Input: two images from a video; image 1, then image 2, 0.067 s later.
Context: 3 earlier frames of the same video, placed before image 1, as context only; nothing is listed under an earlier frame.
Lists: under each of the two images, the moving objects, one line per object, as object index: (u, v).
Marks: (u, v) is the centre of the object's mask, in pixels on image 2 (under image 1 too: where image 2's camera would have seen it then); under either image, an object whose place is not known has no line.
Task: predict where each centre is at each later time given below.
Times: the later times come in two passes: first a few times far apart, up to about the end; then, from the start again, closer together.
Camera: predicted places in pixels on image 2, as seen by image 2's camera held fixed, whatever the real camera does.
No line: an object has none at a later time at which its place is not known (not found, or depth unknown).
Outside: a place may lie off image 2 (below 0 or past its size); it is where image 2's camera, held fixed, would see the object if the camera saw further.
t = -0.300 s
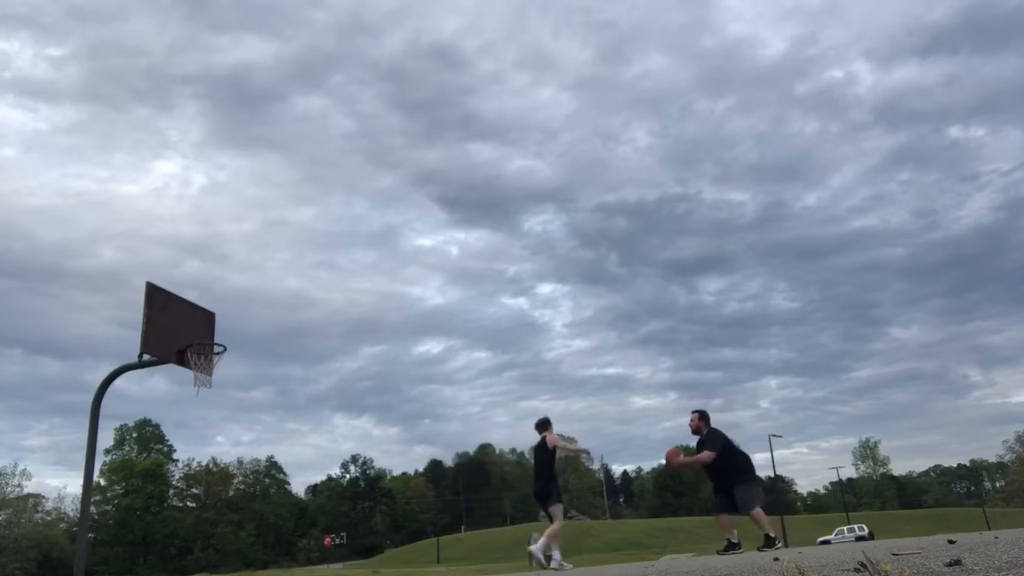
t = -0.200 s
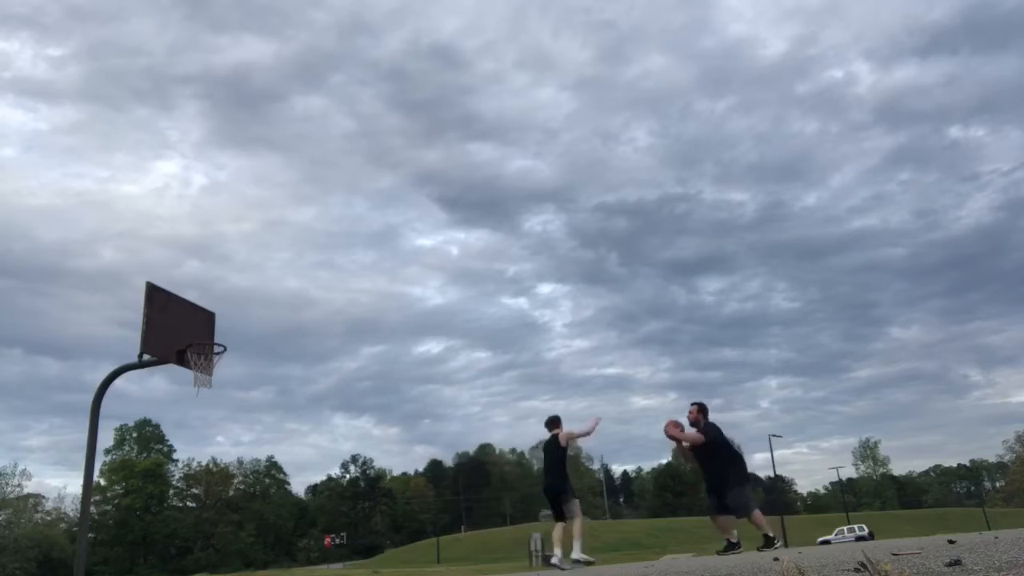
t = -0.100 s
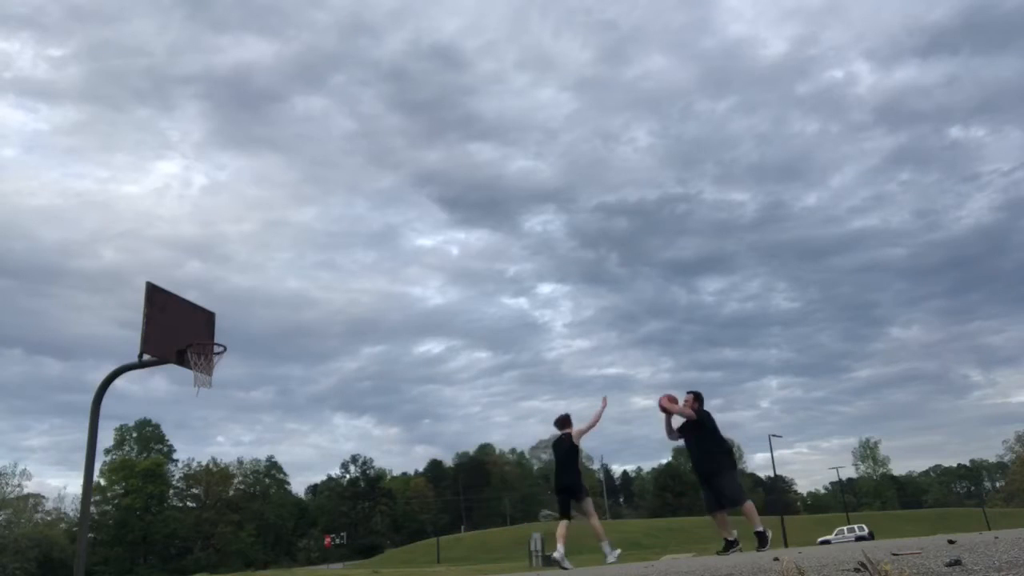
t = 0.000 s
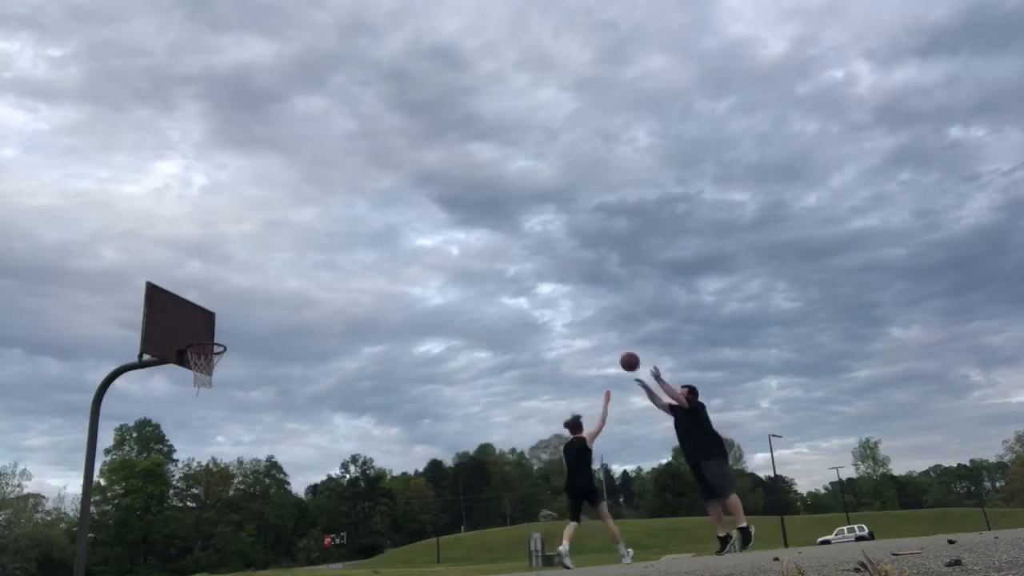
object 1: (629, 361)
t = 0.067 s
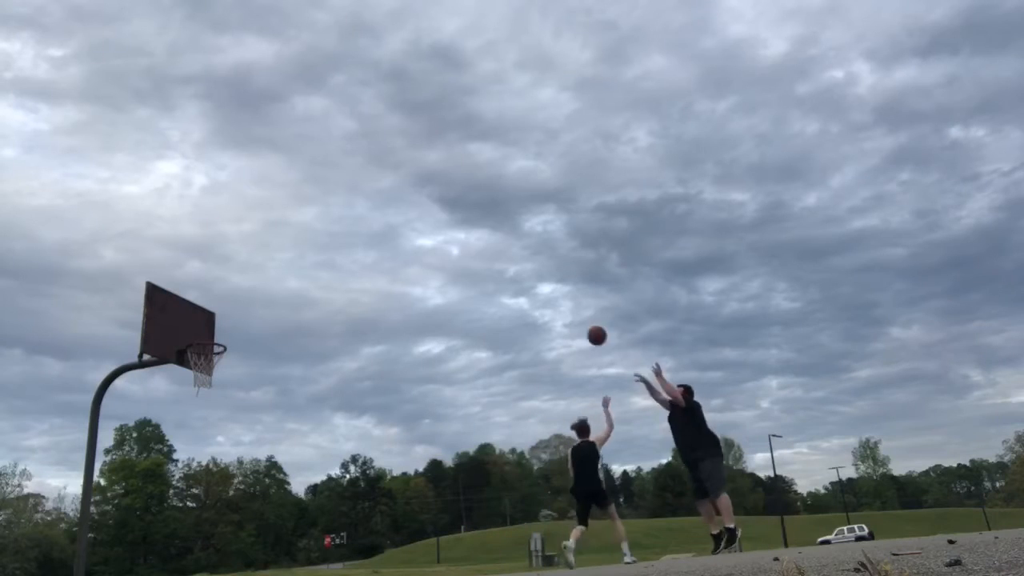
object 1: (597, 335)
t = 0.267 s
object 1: (506, 281)
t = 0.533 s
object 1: (398, 256)
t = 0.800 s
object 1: (295, 281)
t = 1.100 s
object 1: (202, 358)
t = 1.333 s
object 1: (226, 361)
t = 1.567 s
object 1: (228, 392)
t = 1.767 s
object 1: (227, 450)
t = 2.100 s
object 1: (217, 563)
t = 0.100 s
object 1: (581, 324)
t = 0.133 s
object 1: (565, 313)
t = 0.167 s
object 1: (550, 304)
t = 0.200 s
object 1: (535, 295)
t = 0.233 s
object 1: (521, 287)
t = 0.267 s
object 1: (506, 281)
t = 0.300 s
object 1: (492, 275)
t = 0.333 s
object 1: (478, 270)
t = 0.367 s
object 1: (464, 266)
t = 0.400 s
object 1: (451, 262)
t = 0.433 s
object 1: (437, 260)
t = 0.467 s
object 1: (424, 258)
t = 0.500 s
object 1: (411, 257)
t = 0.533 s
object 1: (398, 256)
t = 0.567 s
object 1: (385, 257)
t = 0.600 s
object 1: (372, 258)
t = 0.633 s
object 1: (359, 260)
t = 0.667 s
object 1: (346, 263)
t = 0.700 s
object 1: (334, 266)
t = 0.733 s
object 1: (321, 270)
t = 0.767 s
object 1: (308, 275)
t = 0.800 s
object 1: (295, 281)
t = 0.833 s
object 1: (282, 287)
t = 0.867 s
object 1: (270, 294)
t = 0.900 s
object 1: (257, 302)
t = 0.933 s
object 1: (243, 311)
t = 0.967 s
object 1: (230, 321)
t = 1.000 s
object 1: (218, 331)
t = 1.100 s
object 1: (202, 358)
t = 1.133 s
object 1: (211, 367)
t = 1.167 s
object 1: (217, 368)
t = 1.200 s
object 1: (222, 366)
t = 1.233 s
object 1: (224, 363)
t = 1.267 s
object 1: (225, 362)
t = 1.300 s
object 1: (225, 361)
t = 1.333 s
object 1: (226, 361)
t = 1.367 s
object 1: (227, 363)
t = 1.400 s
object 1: (227, 366)
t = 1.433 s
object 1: (227, 369)
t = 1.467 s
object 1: (227, 374)
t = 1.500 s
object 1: (228, 379)
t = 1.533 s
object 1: (228, 385)
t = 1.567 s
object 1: (228, 392)
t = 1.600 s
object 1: (228, 399)
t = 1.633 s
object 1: (228, 408)
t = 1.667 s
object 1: (228, 417)
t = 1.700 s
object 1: (228, 427)
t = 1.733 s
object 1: (227, 438)
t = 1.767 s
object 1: (227, 450)
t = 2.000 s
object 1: (220, 563)
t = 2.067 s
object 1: (219, 572)
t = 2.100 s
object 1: (217, 563)
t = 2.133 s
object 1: (216, 549)
